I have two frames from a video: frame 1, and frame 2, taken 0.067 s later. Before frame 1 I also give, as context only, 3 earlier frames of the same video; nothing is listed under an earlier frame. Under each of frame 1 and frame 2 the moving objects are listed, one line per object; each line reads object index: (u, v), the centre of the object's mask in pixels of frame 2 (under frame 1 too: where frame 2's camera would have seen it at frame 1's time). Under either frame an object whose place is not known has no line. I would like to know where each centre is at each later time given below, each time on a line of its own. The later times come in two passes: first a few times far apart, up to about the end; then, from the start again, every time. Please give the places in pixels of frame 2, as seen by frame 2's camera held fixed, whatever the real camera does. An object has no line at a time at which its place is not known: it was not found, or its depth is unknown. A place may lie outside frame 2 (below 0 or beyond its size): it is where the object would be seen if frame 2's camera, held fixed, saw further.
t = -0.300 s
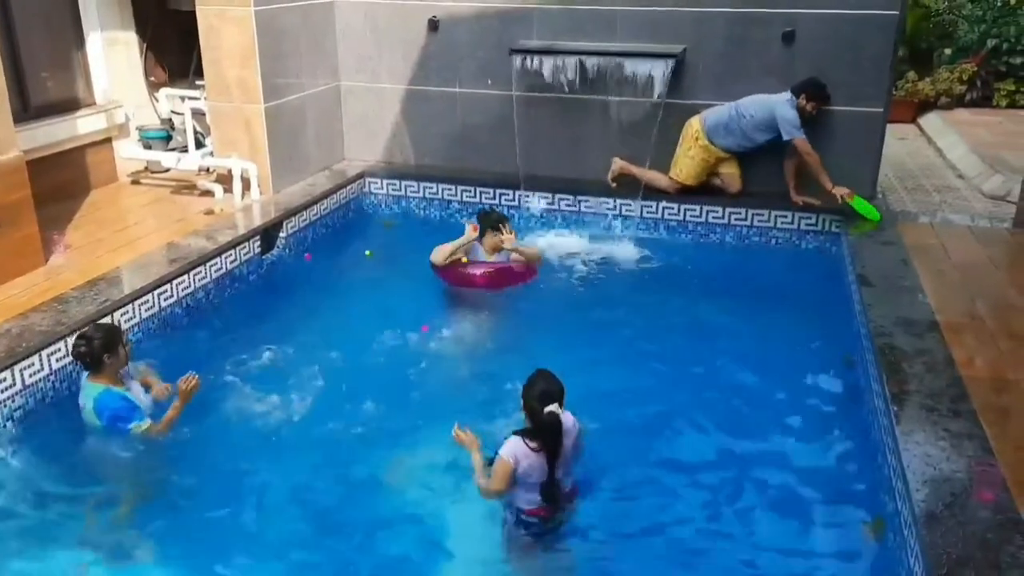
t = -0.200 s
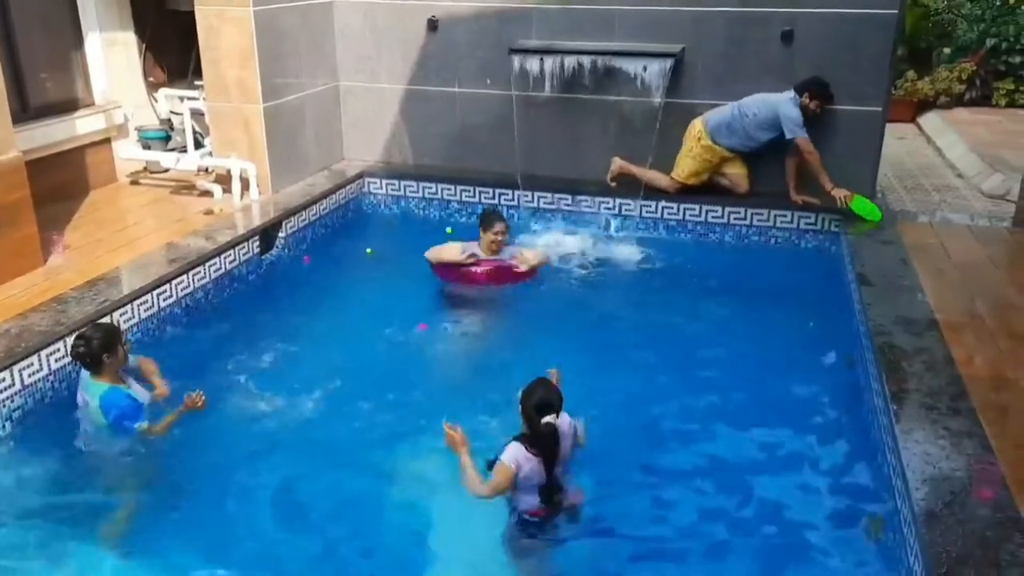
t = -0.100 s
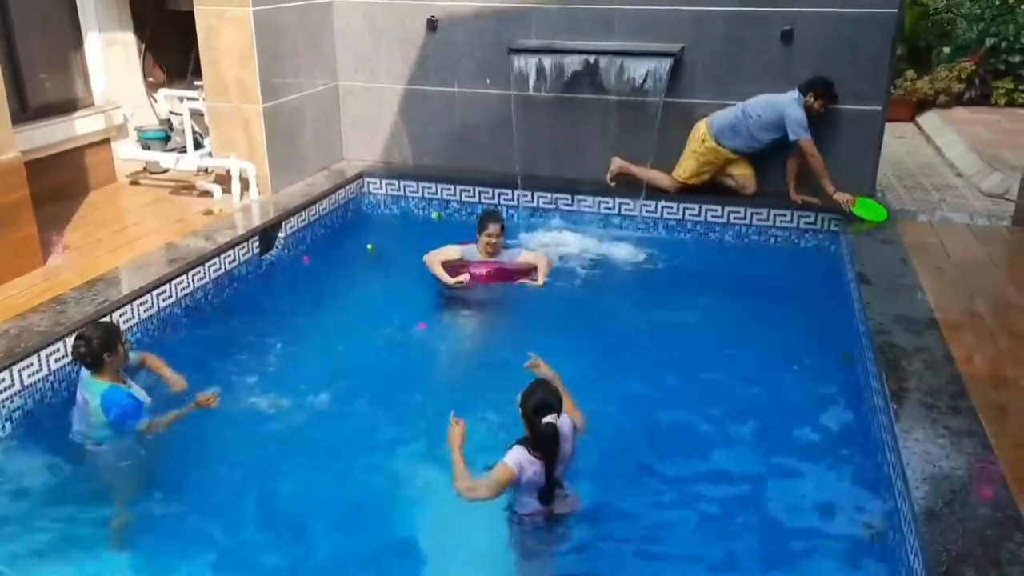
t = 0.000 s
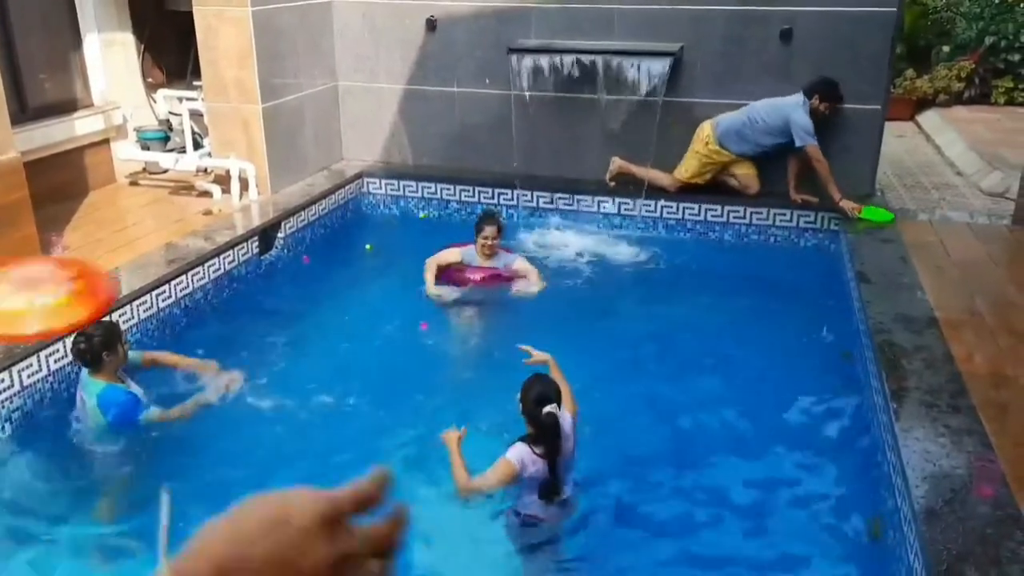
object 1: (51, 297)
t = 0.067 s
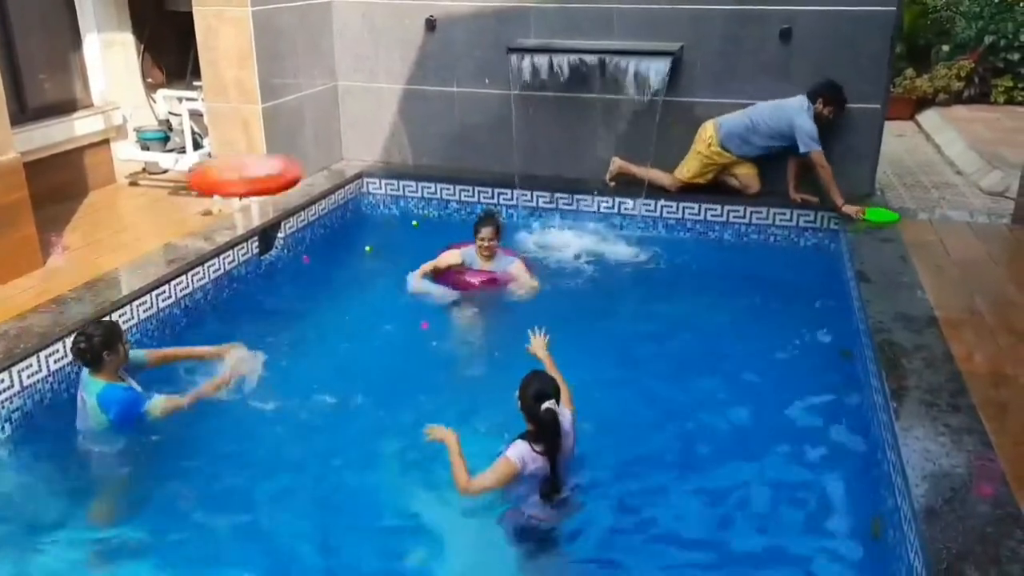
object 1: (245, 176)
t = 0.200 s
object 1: (437, 80)
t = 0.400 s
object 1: (554, 45)
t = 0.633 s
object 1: (616, 49)
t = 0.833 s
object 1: (614, 54)
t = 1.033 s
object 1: (605, 117)
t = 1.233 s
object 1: (597, 236)
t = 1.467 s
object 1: (598, 284)
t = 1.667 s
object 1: (601, 284)
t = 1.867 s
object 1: (601, 289)
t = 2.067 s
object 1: (601, 294)
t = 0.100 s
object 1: (311, 140)
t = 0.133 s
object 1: (362, 114)
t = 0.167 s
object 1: (402, 95)
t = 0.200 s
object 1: (437, 80)
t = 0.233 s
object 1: (464, 70)
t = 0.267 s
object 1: (487, 62)
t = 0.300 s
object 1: (507, 55)
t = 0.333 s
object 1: (524, 51)
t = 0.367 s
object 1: (539, 47)
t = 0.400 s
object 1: (554, 45)
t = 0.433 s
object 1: (565, 44)
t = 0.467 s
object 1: (575, 44)
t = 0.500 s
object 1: (586, 44)
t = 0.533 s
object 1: (594, 45)
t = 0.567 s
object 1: (603, 47)
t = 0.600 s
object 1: (609, 48)
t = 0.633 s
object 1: (616, 49)
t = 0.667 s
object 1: (622, 50)
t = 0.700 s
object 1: (622, 42)
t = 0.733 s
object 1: (620, 43)
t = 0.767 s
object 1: (619, 44)
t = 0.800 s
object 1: (616, 48)
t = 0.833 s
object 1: (614, 54)
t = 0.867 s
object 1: (612, 59)
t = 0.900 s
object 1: (609, 68)
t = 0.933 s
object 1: (608, 78)
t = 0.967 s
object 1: (607, 90)
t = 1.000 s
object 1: (606, 104)
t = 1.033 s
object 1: (605, 117)
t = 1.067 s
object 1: (603, 134)
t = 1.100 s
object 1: (604, 153)
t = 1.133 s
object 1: (603, 172)
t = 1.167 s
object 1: (604, 191)
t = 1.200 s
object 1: (599, 213)
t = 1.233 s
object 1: (597, 236)
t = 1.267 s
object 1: (597, 261)
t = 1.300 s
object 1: (597, 277)
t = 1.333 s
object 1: (596, 279)
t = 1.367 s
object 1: (596, 282)
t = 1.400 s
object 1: (597, 283)
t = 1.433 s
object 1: (597, 284)
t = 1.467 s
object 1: (598, 284)
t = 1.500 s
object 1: (598, 284)
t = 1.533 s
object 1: (599, 284)
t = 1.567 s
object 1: (599, 283)
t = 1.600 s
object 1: (600, 283)
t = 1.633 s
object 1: (600, 283)
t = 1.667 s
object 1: (601, 284)
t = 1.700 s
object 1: (601, 284)
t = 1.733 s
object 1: (601, 285)
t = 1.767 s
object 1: (601, 286)
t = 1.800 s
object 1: (601, 287)
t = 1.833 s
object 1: (601, 288)
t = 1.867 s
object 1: (601, 289)
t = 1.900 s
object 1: (601, 290)
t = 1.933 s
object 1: (601, 290)
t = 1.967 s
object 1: (601, 291)
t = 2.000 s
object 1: (601, 292)
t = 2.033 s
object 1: (601, 293)
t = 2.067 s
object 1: (601, 294)
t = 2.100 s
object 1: (601, 296)
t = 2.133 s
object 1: (602, 297)
